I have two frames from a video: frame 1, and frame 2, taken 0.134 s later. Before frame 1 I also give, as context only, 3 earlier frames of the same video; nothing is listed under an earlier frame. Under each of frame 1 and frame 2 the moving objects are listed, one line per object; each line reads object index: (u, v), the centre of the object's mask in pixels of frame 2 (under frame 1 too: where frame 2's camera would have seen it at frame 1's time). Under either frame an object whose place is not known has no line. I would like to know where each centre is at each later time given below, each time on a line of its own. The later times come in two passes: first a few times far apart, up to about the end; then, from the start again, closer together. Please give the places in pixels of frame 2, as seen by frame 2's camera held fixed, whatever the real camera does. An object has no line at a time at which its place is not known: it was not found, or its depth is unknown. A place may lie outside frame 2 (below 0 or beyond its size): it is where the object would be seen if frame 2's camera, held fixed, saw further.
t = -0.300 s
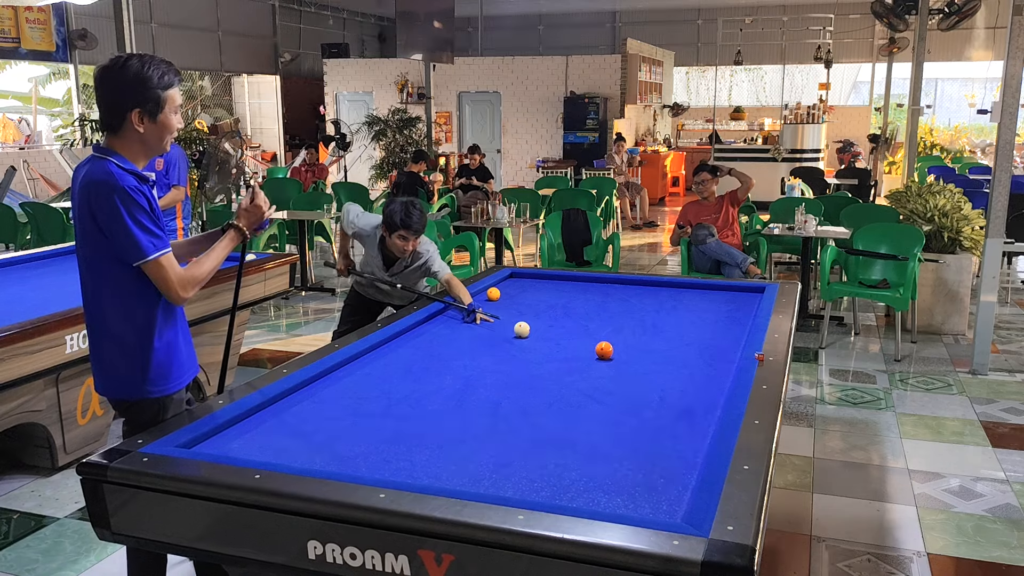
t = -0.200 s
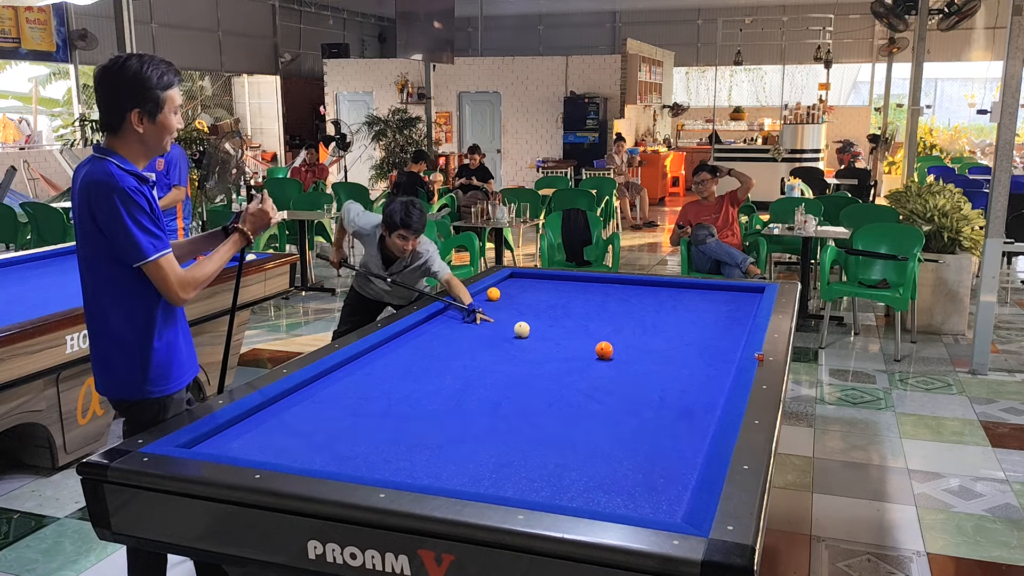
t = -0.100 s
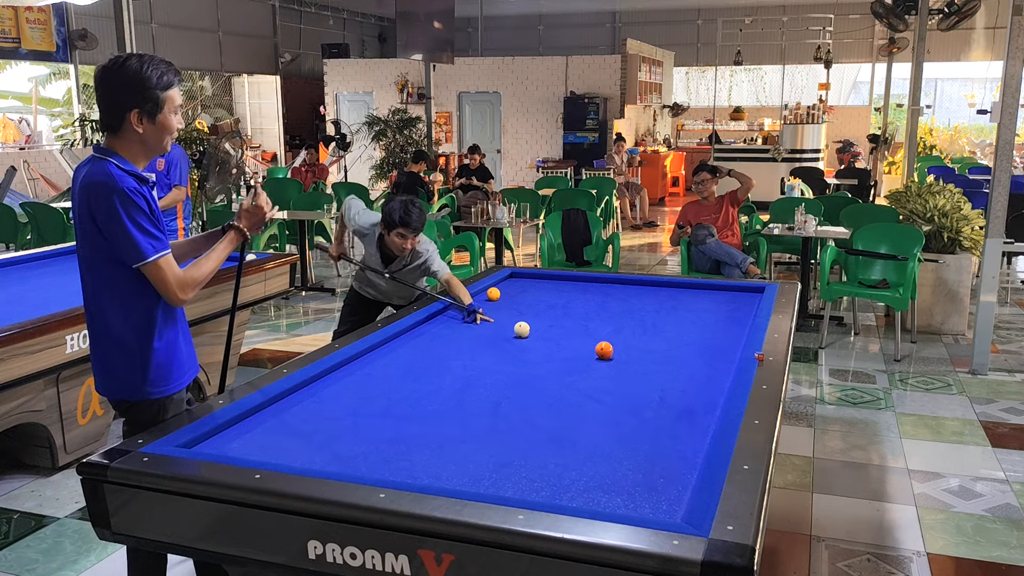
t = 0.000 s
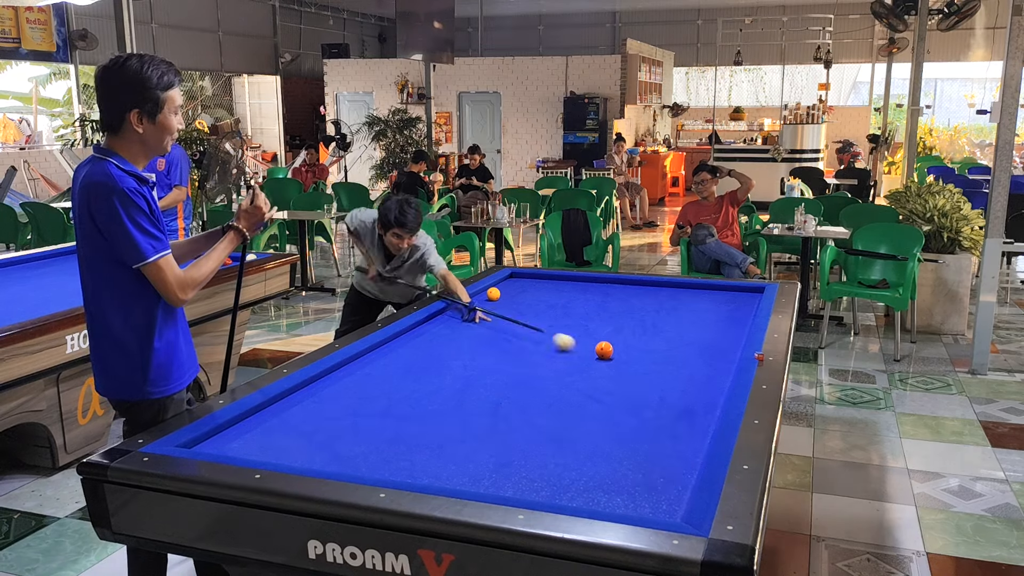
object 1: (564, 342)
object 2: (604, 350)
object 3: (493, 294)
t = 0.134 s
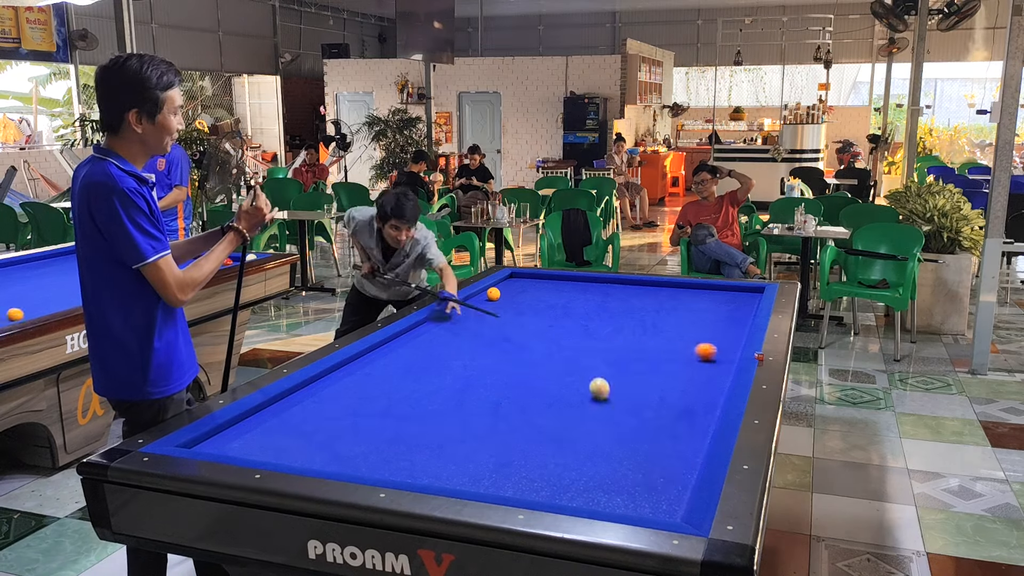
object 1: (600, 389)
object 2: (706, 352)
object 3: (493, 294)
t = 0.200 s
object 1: (613, 419)
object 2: (720, 349)
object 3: (493, 294)
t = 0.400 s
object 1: (660, 494)
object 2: (612, 337)
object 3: (493, 294)
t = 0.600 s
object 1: (620, 415)
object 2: (531, 327)
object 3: (493, 294)
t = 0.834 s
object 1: (599, 363)
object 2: (450, 317)
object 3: (493, 294)
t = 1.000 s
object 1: (594, 340)
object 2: (469, 318)
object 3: (493, 294)
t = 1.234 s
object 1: (592, 316)
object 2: (518, 322)
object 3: (493, 294)
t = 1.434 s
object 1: (590, 299)
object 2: (556, 325)
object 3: (493, 294)
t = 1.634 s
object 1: (589, 286)
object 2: (594, 328)
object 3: (493, 294)
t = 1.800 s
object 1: (580, 280)
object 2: (627, 331)
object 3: (493, 294)
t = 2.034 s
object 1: (542, 287)
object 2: (673, 335)
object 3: (493, 294)
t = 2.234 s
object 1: (510, 291)
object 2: (714, 338)
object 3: (493, 294)
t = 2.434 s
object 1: (499, 293)
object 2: (730, 339)
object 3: (471, 298)
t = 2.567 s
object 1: (494, 293)
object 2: (714, 338)
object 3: (470, 300)
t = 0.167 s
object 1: (606, 403)
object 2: (734, 351)
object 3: (493, 294)
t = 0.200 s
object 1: (613, 419)
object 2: (720, 349)
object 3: (493, 294)
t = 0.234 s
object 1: (622, 437)
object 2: (700, 347)
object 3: (493, 294)
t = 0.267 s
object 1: (633, 457)
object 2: (681, 345)
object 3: (493, 294)
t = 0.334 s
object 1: (662, 503)
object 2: (645, 341)
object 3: (493, 294)
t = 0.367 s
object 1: (670, 509)
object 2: (628, 339)
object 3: (493, 294)
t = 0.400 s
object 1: (660, 494)
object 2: (612, 337)
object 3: (493, 294)
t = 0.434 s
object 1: (651, 477)
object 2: (597, 335)
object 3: (493, 294)
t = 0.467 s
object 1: (643, 462)
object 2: (583, 333)
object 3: (493, 294)
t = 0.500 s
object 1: (636, 449)
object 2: (569, 331)
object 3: (493, 294)
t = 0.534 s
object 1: (630, 436)
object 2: (556, 330)
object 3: (493, 294)
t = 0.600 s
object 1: (620, 415)
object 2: (531, 327)
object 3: (493, 294)
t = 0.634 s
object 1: (615, 405)
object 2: (519, 325)
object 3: (493, 294)
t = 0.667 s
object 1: (612, 397)
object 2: (507, 324)
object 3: (493, 294)
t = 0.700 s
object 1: (608, 389)
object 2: (496, 322)
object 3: (493, 294)
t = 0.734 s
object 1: (606, 382)
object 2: (484, 321)
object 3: (493, 294)
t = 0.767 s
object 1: (603, 375)
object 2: (472, 319)
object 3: (493, 294)
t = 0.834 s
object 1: (599, 363)
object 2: (450, 317)
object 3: (493, 294)
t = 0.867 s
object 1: (598, 358)
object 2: (439, 315)
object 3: (493, 294)
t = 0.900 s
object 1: (596, 353)
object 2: (443, 316)
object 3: (493, 294)
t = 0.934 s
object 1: (595, 348)
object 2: (452, 316)
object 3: (493, 294)
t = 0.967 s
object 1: (595, 344)
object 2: (461, 317)
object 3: (493, 294)
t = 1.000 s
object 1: (594, 340)
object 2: (469, 318)
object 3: (493, 294)
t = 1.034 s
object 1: (594, 336)
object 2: (477, 318)
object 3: (493, 294)
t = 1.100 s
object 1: (593, 329)
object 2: (492, 320)
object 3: (493, 294)
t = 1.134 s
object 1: (593, 326)
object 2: (499, 320)
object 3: (493, 294)
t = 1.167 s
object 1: (592, 322)
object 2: (506, 321)
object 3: (493, 294)
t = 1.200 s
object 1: (592, 319)
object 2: (512, 321)
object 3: (493, 294)
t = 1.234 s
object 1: (592, 316)
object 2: (518, 322)
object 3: (493, 294)
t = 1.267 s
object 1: (591, 313)
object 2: (524, 322)
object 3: (493, 294)
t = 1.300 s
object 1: (591, 310)
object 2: (531, 323)
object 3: (493, 294)
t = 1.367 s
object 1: (590, 305)
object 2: (543, 324)
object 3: (493, 294)
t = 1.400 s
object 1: (590, 302)
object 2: (550, 325)
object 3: (493, 294)
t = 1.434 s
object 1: (590, 299)
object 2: (556, 325)
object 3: (493, 294)
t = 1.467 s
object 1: (590, 297)
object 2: (562, 326)
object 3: (493, 294)
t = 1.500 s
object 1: (589, 294)
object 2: (568, 326)
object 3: (493, 294)
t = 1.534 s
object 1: (589, 292)
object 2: (575, 327)
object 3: (493, 294)
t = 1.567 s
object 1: (589, 290)
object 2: (581, 327)
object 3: (493, 294)
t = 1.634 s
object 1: (589, 286)
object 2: (594, 328)
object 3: (493, 294)
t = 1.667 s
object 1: (588, 283)
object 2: (601, 329)
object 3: (493, 294)
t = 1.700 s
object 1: (588, 281)
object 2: (607, 329)
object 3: (493, 294)
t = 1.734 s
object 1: (588, 279)
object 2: (614, 330)
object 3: (493, 294)
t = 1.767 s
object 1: (586, 279)
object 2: (620, 330)
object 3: (493, 294)
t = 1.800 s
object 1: (580, 280)
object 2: (627, 331)
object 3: (493, 294)
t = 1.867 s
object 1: (569, 282)
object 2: (640, 332)
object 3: (493, 294)
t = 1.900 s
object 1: (563, 283)
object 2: (646, 332)
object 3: (493, 294)
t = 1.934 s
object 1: (558, 284)
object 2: (653, 333)
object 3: (493, 294)
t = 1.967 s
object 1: (552, 285)
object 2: (660, 334)
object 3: (493, 294)
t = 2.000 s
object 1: (547, 286)
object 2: (666, 334)
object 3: (493, 294)
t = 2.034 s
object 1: (542, 287)
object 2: (673, 335)
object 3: (493, 294)
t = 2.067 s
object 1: (537, 287)
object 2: (680, 335)
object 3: (493, 294)
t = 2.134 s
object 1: (526, 289)
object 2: (693, 336)
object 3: (493, 294)
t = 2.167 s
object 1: (521, 290)
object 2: (700, 337)
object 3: (493, 294)
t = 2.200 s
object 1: (515, 291)
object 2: (707, 337)
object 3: (493, 294)
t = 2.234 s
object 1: (510, 291)
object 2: (714, 338)
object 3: (493, 294)
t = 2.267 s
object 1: (505, 292)
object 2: (721, 338)
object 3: (493, 294)
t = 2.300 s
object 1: (503, 292)
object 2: (727, 339)
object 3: (489, 295)
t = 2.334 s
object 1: (503, 292)
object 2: (734, 340)
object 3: (484, 296)
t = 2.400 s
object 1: (501, 293)
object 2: (735, 340)
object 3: (475, 297)
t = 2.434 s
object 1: (499, 293)
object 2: (730, 339)
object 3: (471, 298)
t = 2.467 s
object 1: (498, 293)
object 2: (725, 339)
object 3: (470, 298)
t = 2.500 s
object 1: (497, 293)
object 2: (722, 339)
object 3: (470, 299)
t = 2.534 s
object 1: (495, 293)
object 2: (718, 339)
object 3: (470, 300)
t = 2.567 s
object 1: (494, 293)
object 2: (714, 338)
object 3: (470, 300)
